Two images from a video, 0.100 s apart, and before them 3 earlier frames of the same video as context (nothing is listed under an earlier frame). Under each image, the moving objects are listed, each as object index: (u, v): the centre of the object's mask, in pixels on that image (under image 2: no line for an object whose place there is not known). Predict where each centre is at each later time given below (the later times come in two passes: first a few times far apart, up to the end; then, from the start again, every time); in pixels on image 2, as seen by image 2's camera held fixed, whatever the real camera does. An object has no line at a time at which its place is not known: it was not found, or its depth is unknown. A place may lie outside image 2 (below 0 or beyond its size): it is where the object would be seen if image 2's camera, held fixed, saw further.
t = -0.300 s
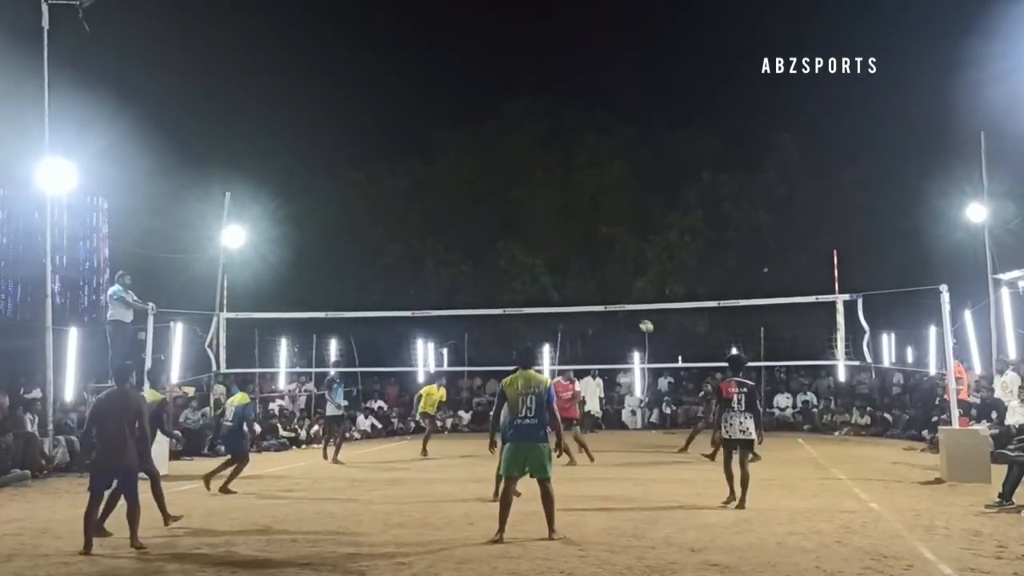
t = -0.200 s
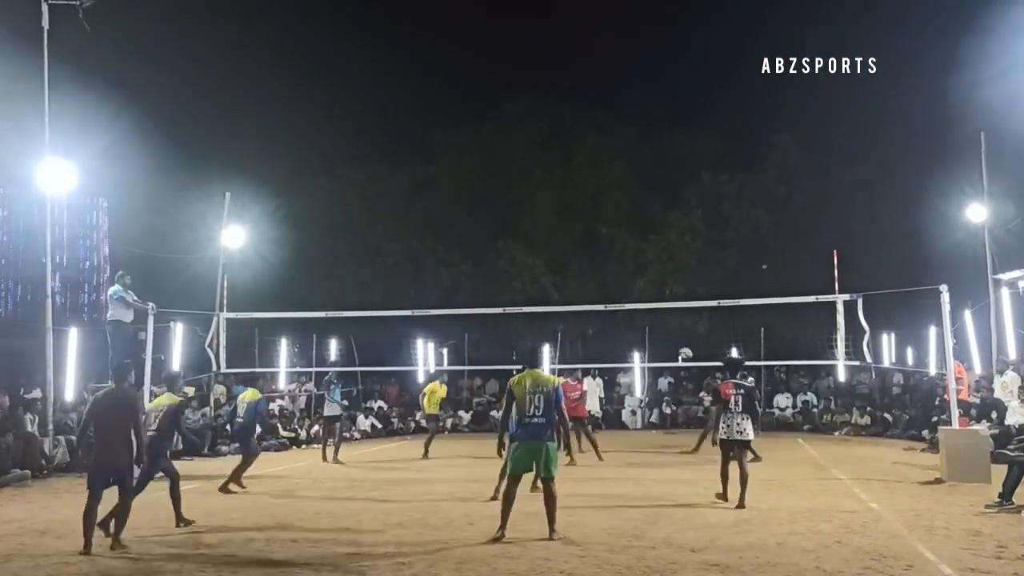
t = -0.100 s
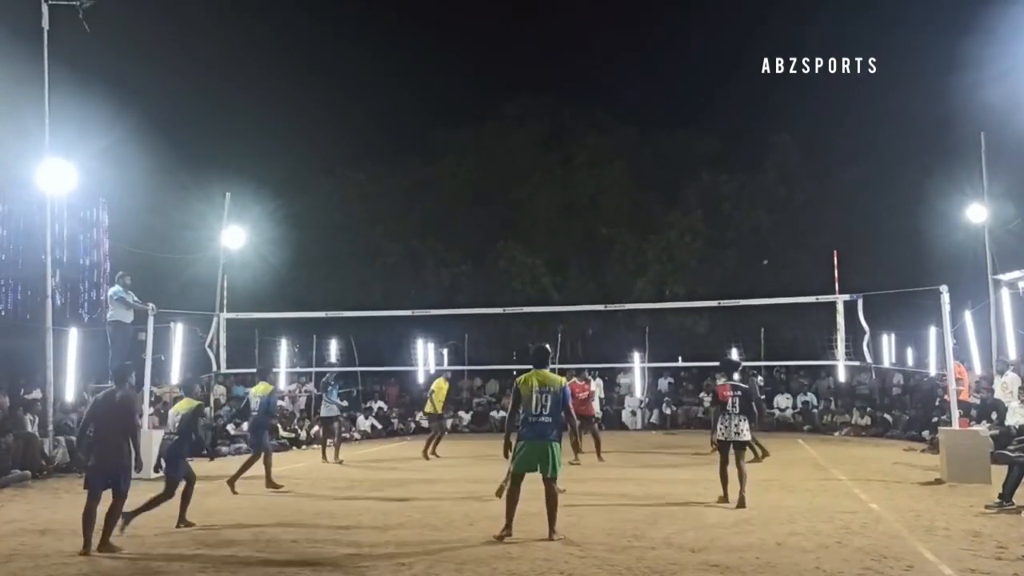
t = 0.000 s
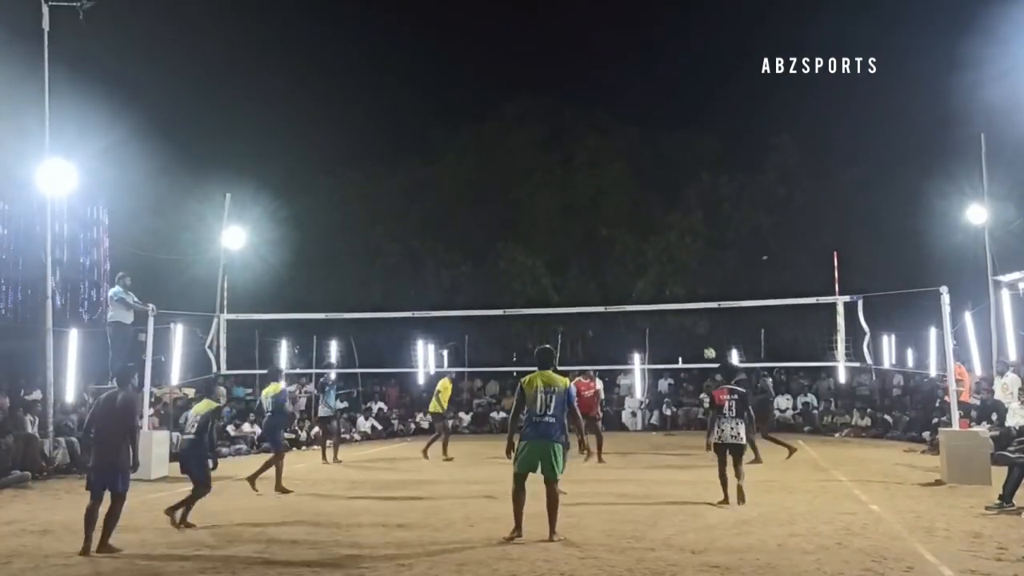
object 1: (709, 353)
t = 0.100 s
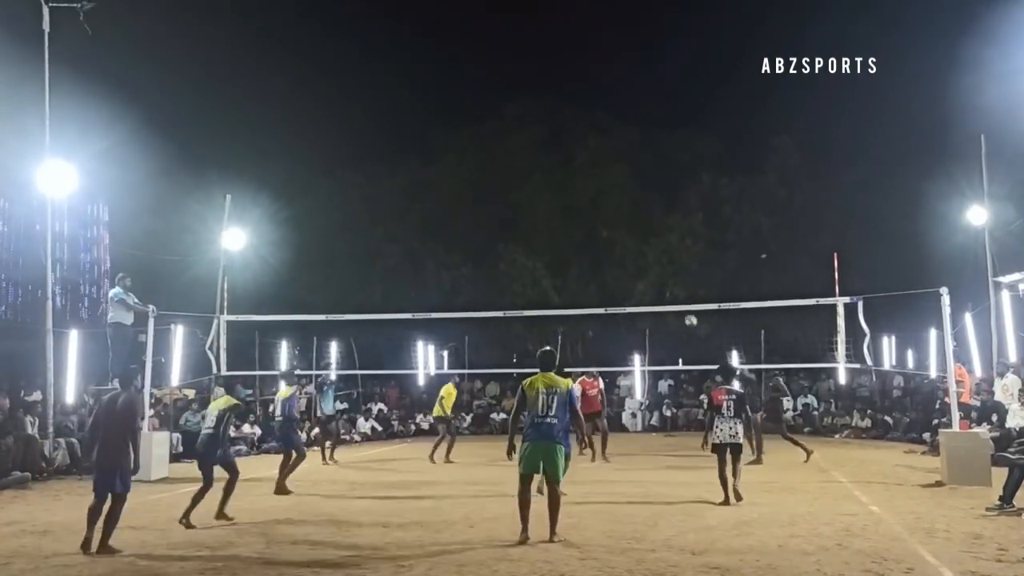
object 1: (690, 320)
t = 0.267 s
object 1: (659, 275)
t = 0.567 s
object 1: (605, 230)
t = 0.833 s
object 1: (557, 229)
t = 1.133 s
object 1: (505, 271)
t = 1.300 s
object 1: (476, 315)
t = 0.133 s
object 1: (685, 312)
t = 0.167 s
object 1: (678, 300)
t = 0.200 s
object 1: (672, 292)
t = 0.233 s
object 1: (666, 283)
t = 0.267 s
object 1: (659, 275)
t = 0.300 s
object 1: (653, 268)
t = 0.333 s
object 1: (647, 262)
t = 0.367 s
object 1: (642, 256)
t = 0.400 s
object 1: (635, 250)
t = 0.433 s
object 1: (629, 245)
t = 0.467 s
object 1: (623, 240)
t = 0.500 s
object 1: (617, 236)
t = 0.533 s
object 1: (611, 233)
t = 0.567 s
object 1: (605, 230)
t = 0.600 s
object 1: (599, 228)
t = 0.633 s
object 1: (593, 227)
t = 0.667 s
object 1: (587, 226)
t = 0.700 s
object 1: (581, 225)
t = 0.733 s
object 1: (575, 225)
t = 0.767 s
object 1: (569, 226)
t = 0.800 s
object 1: (563, 227)
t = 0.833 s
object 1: (557, 229)
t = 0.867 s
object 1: (552, 231)
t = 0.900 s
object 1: (546, 234)
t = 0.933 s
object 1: (540, 237)
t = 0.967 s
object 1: (534, 242)
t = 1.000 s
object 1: (528, 246)
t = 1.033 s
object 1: (522, 251)
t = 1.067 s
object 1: (517, 258)
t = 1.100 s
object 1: (511, 264)
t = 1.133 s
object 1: (505, 271)
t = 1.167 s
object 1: (500, 279)
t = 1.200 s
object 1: (494, 287)
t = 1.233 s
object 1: (488, 296)
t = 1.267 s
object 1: (482, 305)
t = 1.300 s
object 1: (476, 315)
